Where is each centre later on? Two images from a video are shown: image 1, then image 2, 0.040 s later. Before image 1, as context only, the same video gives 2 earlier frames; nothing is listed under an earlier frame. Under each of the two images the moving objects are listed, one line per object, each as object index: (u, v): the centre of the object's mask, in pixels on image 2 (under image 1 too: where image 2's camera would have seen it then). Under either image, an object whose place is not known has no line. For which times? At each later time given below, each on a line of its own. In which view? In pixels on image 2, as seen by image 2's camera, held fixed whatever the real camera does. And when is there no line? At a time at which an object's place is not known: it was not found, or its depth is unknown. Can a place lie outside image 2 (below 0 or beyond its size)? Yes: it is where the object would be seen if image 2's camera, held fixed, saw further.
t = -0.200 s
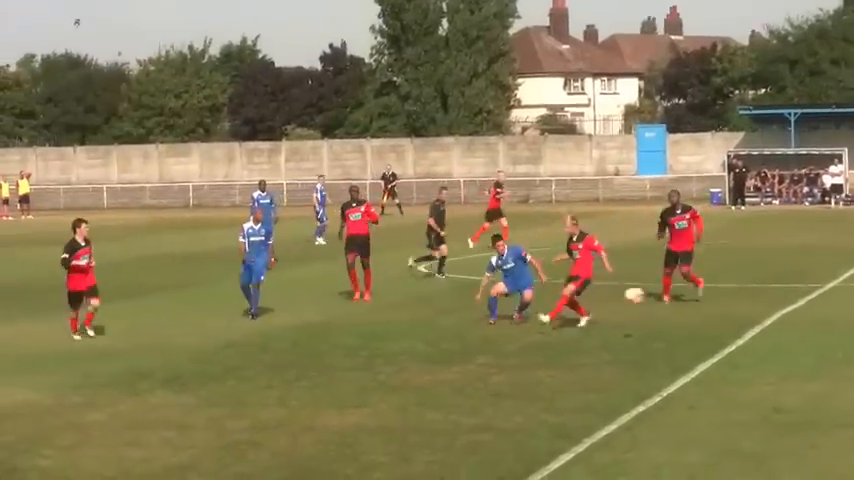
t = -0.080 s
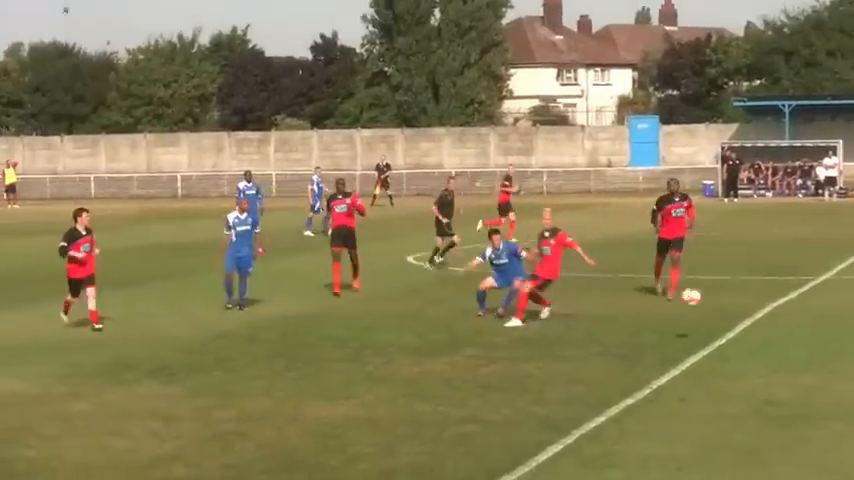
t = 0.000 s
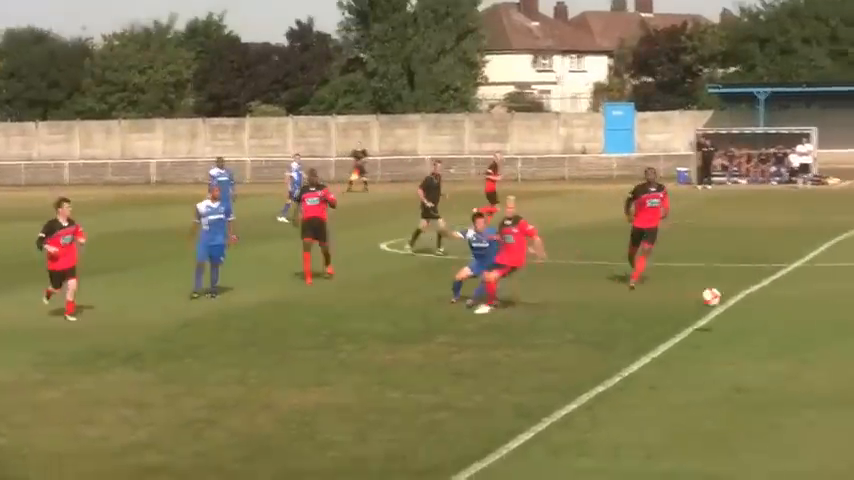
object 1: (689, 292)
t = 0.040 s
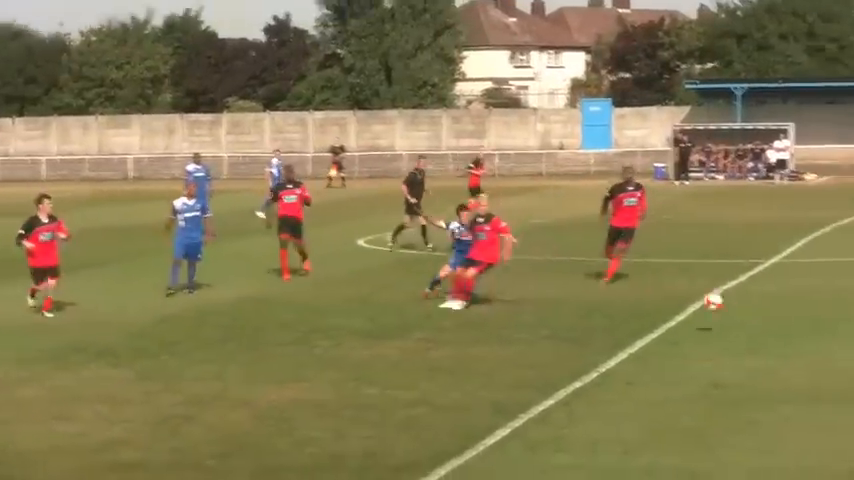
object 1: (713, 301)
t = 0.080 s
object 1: (739, 312)
